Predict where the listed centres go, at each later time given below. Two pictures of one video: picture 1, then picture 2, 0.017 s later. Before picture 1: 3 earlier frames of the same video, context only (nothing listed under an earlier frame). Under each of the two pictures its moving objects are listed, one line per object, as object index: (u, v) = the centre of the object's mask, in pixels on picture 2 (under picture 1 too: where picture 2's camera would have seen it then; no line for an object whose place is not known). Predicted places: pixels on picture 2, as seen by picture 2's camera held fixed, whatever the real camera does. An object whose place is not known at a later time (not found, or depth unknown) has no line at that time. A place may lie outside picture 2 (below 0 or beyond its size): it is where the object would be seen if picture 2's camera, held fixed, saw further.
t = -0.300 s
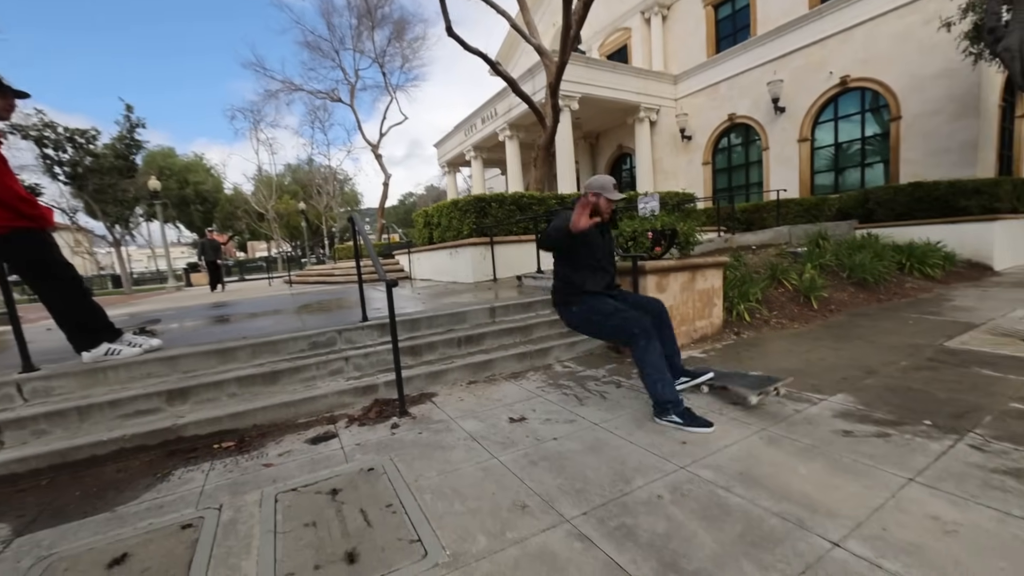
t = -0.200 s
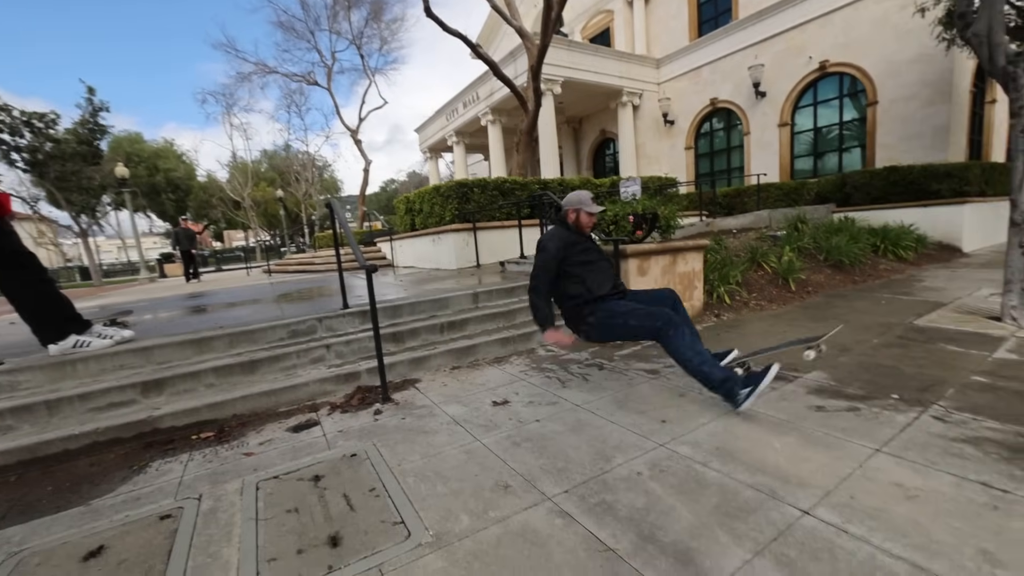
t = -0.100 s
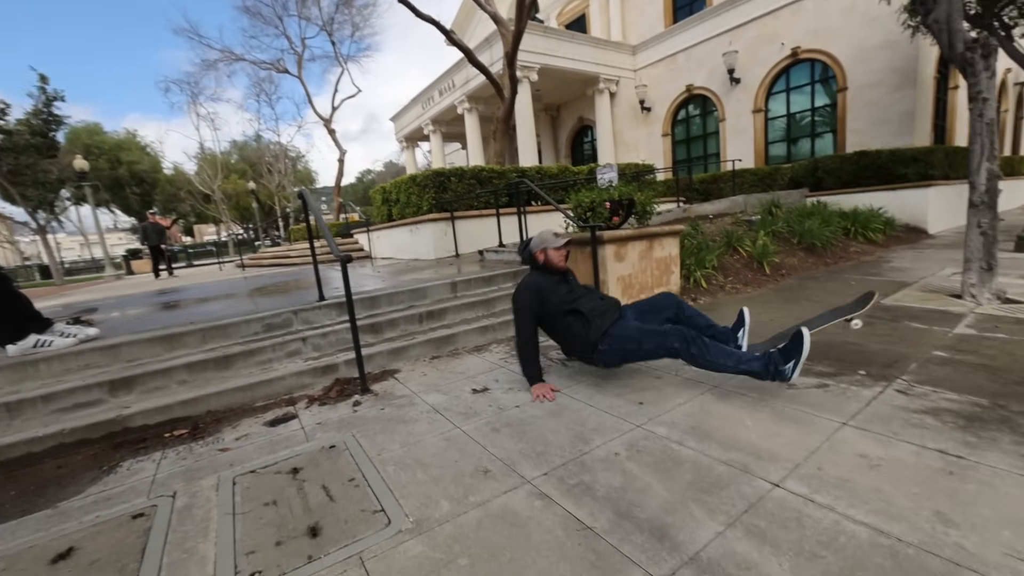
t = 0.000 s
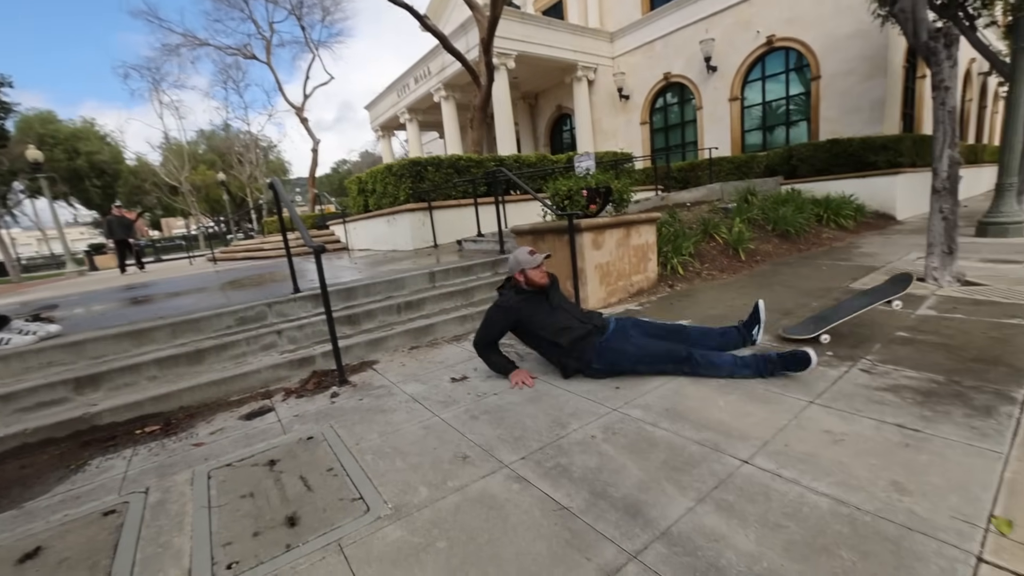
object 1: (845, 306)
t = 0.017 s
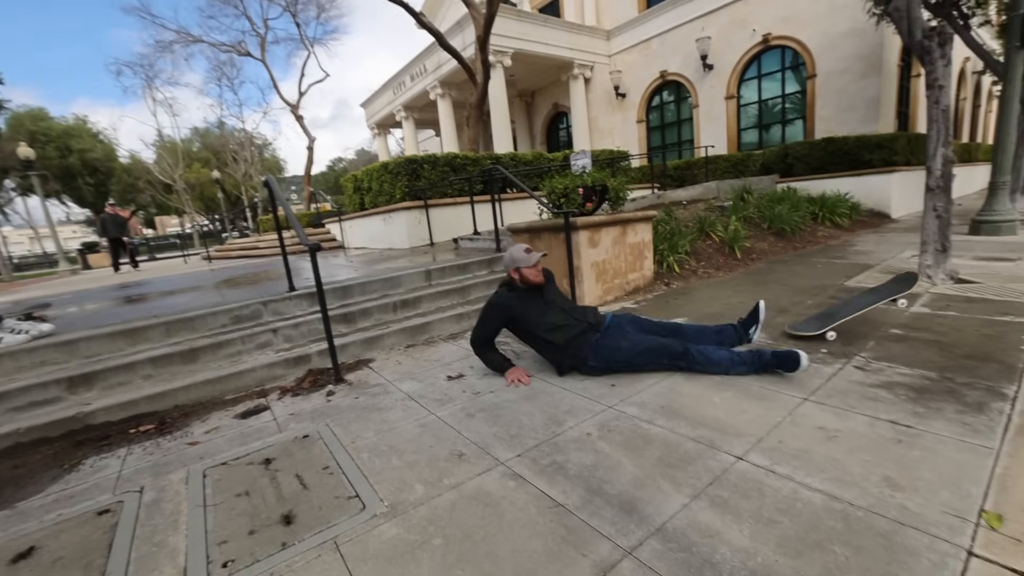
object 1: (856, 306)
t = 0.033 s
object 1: (868, 307)
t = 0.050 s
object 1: (879, 307)
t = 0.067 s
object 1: (890, 308)
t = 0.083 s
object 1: (903, 309)
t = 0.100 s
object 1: (917, 310)
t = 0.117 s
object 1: (928, 311)
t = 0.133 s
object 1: (943, 313)
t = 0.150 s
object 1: (951, 314)
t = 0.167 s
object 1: (962, 312)
